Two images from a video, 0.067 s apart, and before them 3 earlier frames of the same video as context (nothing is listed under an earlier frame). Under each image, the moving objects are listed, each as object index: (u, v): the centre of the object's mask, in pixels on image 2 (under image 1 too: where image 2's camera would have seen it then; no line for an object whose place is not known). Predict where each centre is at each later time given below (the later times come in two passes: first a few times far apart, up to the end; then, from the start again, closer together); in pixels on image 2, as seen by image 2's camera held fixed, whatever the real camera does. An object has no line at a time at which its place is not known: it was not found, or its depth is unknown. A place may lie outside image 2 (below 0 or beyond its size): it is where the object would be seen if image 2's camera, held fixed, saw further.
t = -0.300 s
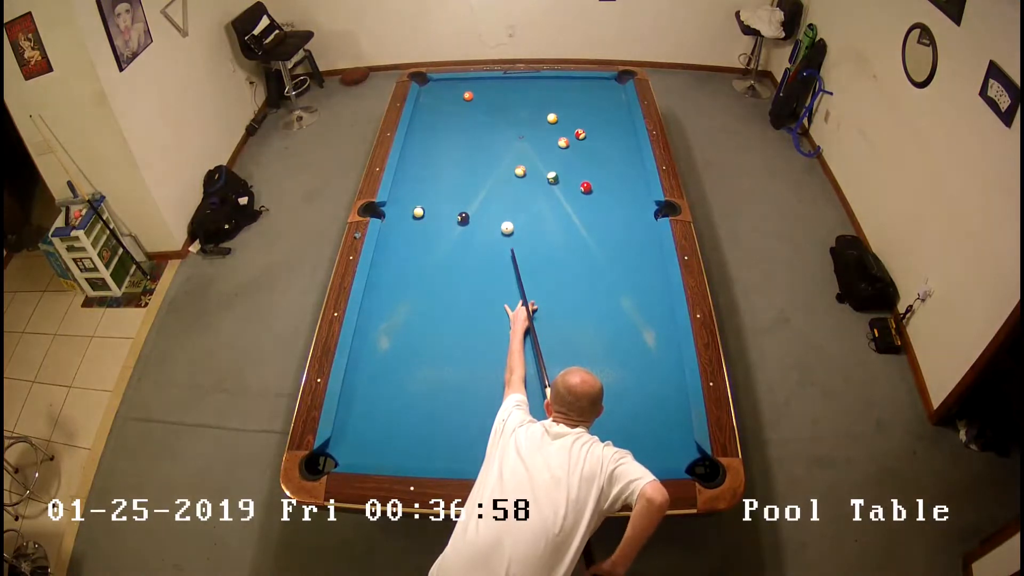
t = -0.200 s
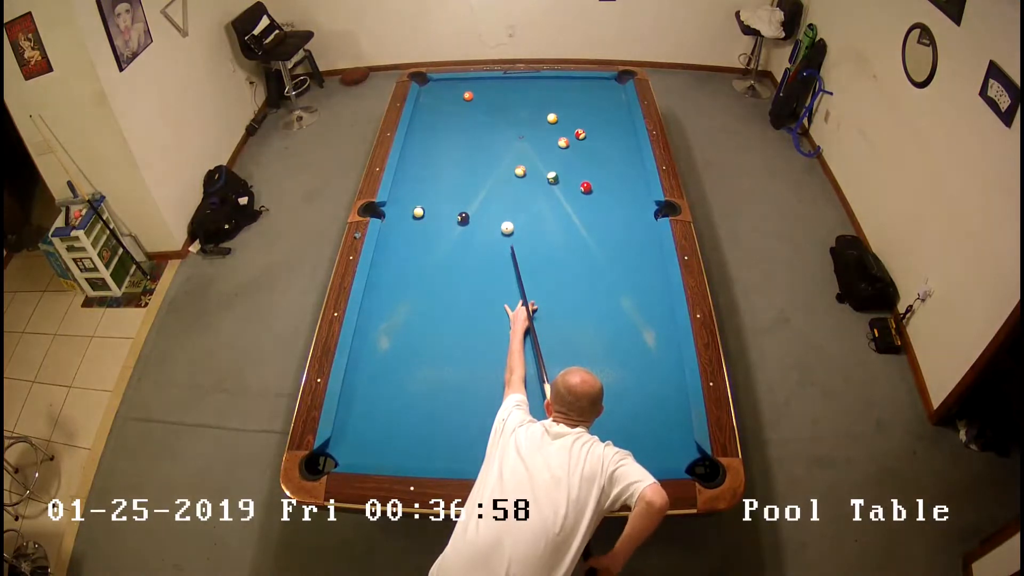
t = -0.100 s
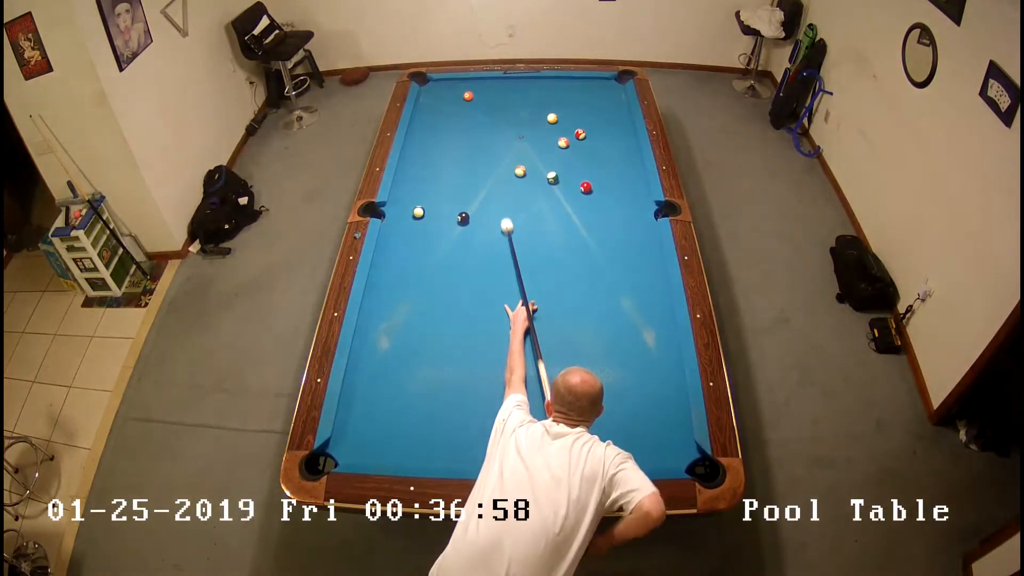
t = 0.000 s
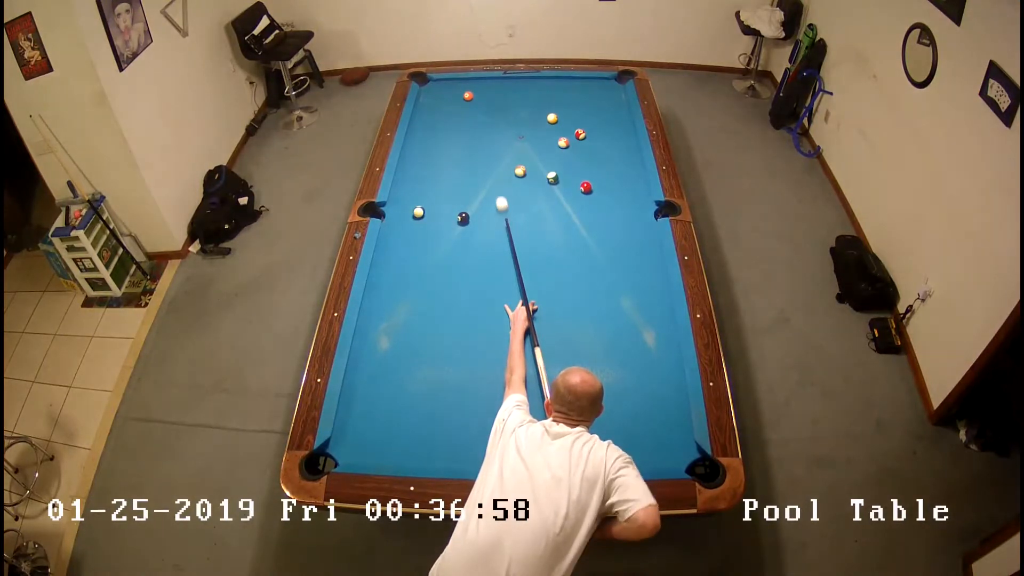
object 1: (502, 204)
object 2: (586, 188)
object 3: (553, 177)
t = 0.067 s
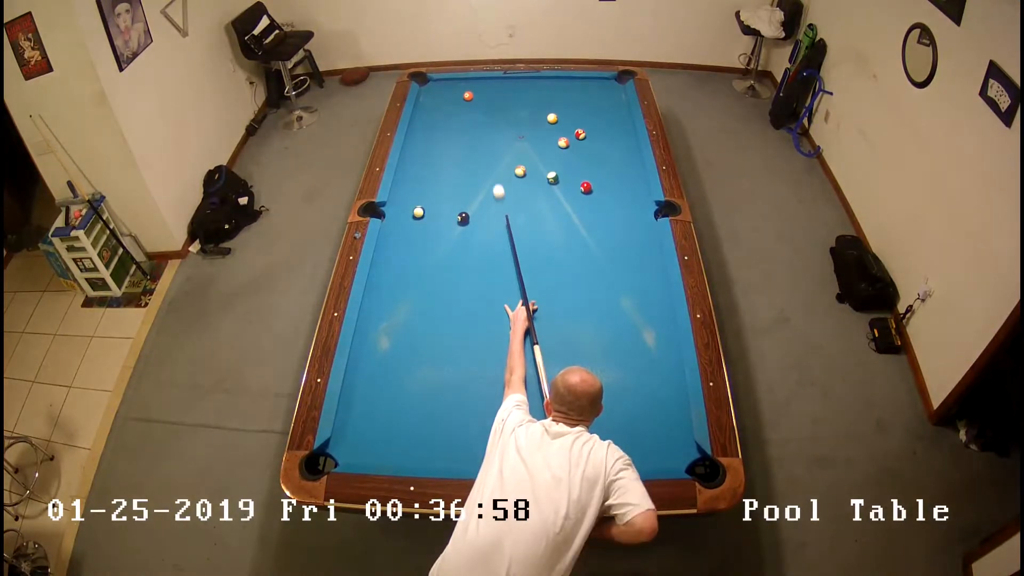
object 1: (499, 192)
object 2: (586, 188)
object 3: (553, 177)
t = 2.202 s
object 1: (527, 129)
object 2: (586, 187)
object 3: (553, 177)
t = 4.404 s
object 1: (578, 183)
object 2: (601, 195)
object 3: (546, 186)
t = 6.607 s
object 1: (578, 183)
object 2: (609, 200)
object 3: (545, 186)
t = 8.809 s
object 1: (578, 183)
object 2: (609, 200)
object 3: (545, 186)
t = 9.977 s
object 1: (578, 183)
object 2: (609, 200)
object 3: (545, 186)
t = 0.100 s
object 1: (497, 185)
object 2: (586, 188)
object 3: (553, 177)
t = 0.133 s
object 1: (496, 179)
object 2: (586, 188)
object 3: (553, 177)
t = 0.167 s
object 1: (494, 174)
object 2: (586, 188)
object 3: (553, 178)
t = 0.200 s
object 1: (493, 168)
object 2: (586, 187)
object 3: (553, 177)
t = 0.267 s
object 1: (491, 157)
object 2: (586, 188)
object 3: (553, 178)
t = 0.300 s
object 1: (489, 152)
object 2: (586, 188)
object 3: (553, 178)
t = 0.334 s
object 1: (488, 147)
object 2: (586, 188)
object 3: (553, 178)
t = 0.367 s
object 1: (487, 142)
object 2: (586, 188)
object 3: (553, 178)
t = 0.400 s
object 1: (485, 138)
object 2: (586, 188)
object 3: (553, 178)
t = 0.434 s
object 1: (484, 133)
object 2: (586, 188)
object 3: (553, 178)
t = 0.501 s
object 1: (482, 124)
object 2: (586, 188)
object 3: (553, 177)
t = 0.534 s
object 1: (481, 120)
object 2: (586, 188)
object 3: (553, 177)
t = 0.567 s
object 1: (480, 116)
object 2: (586, 188)
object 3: (553, 177)
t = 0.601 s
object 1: (479, 112)
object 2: (586, 188)
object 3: (553, 177)
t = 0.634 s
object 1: (478, 108)
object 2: (586, 188)
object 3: (553, 177)
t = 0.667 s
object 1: (477, 104)
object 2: (586, 188)
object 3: (553, 177)
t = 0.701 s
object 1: (476, 100)
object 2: (586, 188)
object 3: (553, 177)
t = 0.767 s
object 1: (480, 94)
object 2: (586, 188)
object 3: (553, 177)
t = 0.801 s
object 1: (482, 92)
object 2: (586, 188)
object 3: (553, 177)
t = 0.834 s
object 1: (484, 89)
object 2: (586, 188)
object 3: (553, 177)
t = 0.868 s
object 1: (486, 87)
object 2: (586, 188)
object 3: (553, 177)
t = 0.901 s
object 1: (488, 84)
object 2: (586, 188)
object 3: (553, 177)
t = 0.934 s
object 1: (490, 82)
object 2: (586, 188)
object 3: (553, 177)
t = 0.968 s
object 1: (492, 80)
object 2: (586, 188)
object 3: (553, 177)
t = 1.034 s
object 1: (494, 81)
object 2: (586, 188)
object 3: (553, 177)
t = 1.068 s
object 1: (494, 83)
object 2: (586, 188)
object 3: (553, 177)
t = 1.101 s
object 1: (495, 84)
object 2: (586, 188)
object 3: (553, 177)
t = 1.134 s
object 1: (496, 85)
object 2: (586, 188)
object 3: (553, 177)
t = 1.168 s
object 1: (497, 87)
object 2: (586, 188)
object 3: (553, 177)
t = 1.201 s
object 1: (498, 88)
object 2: (586, 188)
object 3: (553, 177)
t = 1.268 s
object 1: (500, 91)
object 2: (586, 188)
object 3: (553, 177)
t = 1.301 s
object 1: (501, 92)
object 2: (586, 188)
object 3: (553, 177)
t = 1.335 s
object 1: (502, 93)
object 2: (586, 188)
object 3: (553, 177)
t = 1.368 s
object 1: (503, 95)
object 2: (586, 187)
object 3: (553, 177)
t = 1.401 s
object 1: (504, 96)
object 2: (586, 187)
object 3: (553, 177)
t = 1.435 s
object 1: (505, 97)
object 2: (586, 187)
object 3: (553, 177)
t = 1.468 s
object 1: (506, 99)
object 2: (586, 187)
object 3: (553, 177)
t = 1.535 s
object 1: (508, 101)
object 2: (586, 187)
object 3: (553, 177)
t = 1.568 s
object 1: (509, 103)
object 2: (586, 187)
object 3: (553, 177)
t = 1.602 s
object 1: (510, 104)
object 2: (586, 187)
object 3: (553, 177)
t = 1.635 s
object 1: (511, 105)
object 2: (586, 187)
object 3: (553, 177)
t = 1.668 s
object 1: (512, 107)
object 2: (586, 187)
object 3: (553, 177)
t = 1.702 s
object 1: (512, 108)
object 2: (586, 187)
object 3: (553, 177)
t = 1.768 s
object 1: (515, 111)
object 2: (586, 187)
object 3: (553, 177)
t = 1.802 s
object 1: (515, 112)
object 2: (586, 187)
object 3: (553, 177)
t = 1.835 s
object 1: (516, 114)
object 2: (586, 187)
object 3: (553, 177)
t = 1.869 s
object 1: (517, 115)
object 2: (586, 187)
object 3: (553, 177)
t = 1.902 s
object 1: (518, 116)
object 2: (586, 187)
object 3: (553, 177)
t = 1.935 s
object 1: (519, 118)
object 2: (586, 187)
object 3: (553, 177)
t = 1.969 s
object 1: (520, 119)
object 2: (586, 187)
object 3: (553, 177)
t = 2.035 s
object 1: (523, 122)
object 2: (586, 187)
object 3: (553, 177)
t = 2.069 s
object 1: (523, 123)
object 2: (586, 187)
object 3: (553, 177)
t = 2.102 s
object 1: (524, 125)
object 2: (586, 187)
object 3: (552, 177)
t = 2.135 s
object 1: (526, 126)
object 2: (586, 187)
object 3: (553, 177)
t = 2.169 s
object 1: (527, 127)
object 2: (586, 187)
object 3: (553, 177)
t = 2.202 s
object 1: (527, 129)
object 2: (586, 187)
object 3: (553, 177)
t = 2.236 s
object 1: (529, 130)
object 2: (586, 187)
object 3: (553, 177)
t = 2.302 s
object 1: (530, 133)
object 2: (586, 187)
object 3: (553, 177)
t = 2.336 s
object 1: (532, 134)
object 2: (586, 187)
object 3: (553, 178)
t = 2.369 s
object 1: (532, 136)
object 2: (586, 187)
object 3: (553, 178)
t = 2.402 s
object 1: (533, 137)
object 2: (586, 187)
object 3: (553, 177)
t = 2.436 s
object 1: (535, 138)
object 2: (586, 187)
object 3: (553, 178)
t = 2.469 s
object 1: (535, 140)
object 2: (586, 187)
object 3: (552, 178)
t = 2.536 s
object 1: (538, 143)
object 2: (586, 187)
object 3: (553, 178)
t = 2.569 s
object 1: (539, 144)
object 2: (586, 187)
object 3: (553, 178)
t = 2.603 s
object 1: (540, 146)
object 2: (586, 187)
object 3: (553, 178)
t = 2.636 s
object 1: (541, 147)
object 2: (586, 187)
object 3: (553, 178)
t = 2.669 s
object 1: (542, 148)
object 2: (586, 187)
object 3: (553, 178)
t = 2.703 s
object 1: (543, 150)
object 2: (586, 187)
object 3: (553, 178)
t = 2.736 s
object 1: (544, 151)
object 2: (586, 187)
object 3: (553, 178)
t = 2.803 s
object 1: (546, 154)
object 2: (586, 187)
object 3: (553, 178)
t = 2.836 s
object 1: (547, 155)
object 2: (586, 187)
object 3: (553, 178)
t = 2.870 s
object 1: (548, 157)
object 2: (586, 187)
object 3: (553, 178)
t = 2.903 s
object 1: (549, 158)
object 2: (586, 187)
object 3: (552, 177)
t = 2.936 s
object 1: (550, 159)
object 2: (586, 187)
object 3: (553, 178)
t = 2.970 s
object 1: (551, 161)
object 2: (586, 187)
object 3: (553, 178)
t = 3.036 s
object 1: (553, 164)
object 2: (586, 187)
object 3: (553, 178)
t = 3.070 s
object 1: (554, 165)
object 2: (586, 187)
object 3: (553, 178)
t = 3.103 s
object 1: (555, 166)
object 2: (586, 187)
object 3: (553, 178)
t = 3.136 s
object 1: (556, 167)
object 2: (586, 187)
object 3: (553, 178)
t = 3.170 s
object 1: (557, 169)
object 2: (586, 187)
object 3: (552, 178)
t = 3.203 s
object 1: (559, 170)
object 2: (586, 187)
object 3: (552, 178)
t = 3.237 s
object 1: (560, 171)
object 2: (586, 187)
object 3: (552, 178)
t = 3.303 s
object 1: (562, 173)
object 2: (586, 187)
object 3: (552, 179)
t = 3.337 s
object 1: (563, 174)
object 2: (586, 187)
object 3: (551, 179)
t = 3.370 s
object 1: (565, 175)
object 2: (586, 188)
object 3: (551, 179)
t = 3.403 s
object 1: (566, 176)
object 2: (586, 187)
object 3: (551, 180)
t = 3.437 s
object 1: (568, 177)
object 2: (586, 187)
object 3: (550, 180)
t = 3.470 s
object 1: (569, 178)
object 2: (586, 187)
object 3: (550, 181)
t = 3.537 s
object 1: (572, 179)
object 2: (586, 187)
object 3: (550, 181)
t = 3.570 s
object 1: (573, 180)
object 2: (586, 187)
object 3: (549, 182)
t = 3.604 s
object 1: (574, 181)
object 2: (586, 187)
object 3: (549, 182)
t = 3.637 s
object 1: (576, 182)
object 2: (586, 187)
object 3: (549, 183)
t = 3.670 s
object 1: (576, 182)
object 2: (587, 188)
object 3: (549, 183)
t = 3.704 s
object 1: (577, 182)
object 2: (587, 188)
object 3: (548, 183)
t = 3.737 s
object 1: (577, 182)
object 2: (588, 189)
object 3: (548, 184)
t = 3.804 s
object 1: (578, 183)
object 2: (590, 190)
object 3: (548, 184)
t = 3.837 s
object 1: (578, 183)
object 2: (591, 190)
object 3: (547, 184)
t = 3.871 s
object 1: (578, 183)
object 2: (591, 190)
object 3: (547, 184)
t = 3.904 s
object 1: (578, 183)
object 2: (592, 191)
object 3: (547, 185)
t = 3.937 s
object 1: (578, 183)
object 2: (593, 191)
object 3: (547, 185)
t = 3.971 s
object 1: (578, 183)
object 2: (593, 192)
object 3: (547, 186)
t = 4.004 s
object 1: (578, 183)
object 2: (594, 192)
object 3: (547, 185)
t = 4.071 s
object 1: (578, 183)
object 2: (595, 193)
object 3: (546, 186)
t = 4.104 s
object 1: (578, 183)
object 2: (596, 193)
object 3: (546, 187)
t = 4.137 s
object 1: (578, 183)
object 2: (597, 193)
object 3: (546, 187)
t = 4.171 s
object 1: (578, 183)
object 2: (597, 194)
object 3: (545, 187)
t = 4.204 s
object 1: (578, 183)
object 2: (598, 194)
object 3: (545, 187)
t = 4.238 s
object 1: (578, 183)
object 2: (598, 194)
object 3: (545, 187)
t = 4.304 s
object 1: (578, 183)
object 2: (600, 195)
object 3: (546, 186)
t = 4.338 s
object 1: (578, 183)
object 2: (600, 195)
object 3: (546, 186)
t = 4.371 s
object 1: (578, 183)
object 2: (601, 195)
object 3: (546, 186)
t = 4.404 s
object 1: (578, 183)
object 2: (601, 195)
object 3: (546, 186)
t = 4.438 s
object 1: (578, 183)
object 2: (602, 196)
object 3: (546, 186)
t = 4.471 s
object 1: (578, 183)
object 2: (603, 196)
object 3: (546, 186)
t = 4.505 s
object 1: (578, 183)
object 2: (603, 196)
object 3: (545, 186)
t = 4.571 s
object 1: (578, 183)
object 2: (604, 197)
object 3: (545, 186)
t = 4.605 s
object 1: (578, 183)
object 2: (604, 197)
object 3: (545, 186)
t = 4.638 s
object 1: (578, 183)
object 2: (605, 197)
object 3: (545, 186)
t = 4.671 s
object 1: (578, 183)
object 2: (605, 198)
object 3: (545, 186)
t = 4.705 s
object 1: (578, 183)
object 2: (605, 198)
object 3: (545, 186)
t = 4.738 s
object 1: (578, 183)
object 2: (606, 198)
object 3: (545, 186)
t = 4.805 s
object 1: (578, 183)
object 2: (606, 198)
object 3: (545, 186)
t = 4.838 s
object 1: (578, 183)
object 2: (607, 199)
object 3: (545, 186)
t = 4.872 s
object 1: (578, 183)
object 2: (607, 199)
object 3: (545, 186)
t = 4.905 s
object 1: (578, 183)
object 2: (607, 199)
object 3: (545, 186)
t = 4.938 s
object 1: (578, 183)
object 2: (607, 199)
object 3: (545, 186)
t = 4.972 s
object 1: (578, 183)
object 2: (608, 199)
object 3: (545, 186)
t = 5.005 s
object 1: (578, 183)
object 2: (608, 199)
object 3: (545, 186)
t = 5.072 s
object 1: (578, 183)
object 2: (608, 200)
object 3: (545, 186)
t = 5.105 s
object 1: (578, 183)
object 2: (608, 200)
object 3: (545, 186)
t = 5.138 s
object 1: (578, 183)
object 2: (609, 200)
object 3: (545, 186)
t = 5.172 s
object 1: (578, 183)
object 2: (609, 200)
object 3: (545, 186)
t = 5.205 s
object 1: (578, 183)
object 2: (609, 200)
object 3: (545, 186)
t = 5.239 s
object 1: (578, 183)
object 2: (609, 200)
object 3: (545, 186)
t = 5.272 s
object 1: (578, 183)
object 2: (609, 200)
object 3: (545, 186)
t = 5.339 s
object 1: (578, 183)
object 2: (609, 200)
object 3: (545, 186)
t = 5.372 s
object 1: (578, 183)
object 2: (609, 200)
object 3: (545, 186)
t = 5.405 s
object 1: (578, 183)
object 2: (609, 200)
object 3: (545, 186)
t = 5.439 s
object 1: (578, 183)
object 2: (609, 200)
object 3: (545, 186)
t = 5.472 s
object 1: (578, 183)
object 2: (609, 200)
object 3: (545, 186)
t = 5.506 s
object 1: (578, 183)
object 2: (609, 200)
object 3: (545, 186)
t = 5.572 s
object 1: (578, 183)
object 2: (609, 200)
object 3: (545, 186)
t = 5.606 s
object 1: (578, 183)
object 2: (609, 200)
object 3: (545, 186)
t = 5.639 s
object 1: (578, 183)
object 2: (609, 200)
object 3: (545, 186)
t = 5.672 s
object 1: (578, 183)
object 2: (609, 200)
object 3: (545, 186)
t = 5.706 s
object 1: (578, 183)
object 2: (609, 200)
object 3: (545, 186)
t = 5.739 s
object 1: (578, 183)
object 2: (609, 200)
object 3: (545, 186)
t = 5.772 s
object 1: (578, 183)
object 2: (609, 200)
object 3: (545, 186)
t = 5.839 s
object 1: (578, 183)
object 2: (609, 200)
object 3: (545, 186)
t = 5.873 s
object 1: (578, 183)
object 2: (609, 200)
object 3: (545, 186)
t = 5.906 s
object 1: (578, 183)
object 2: (609, 200)
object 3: (545, 186)
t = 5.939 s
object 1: (578, 183)
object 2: (609, 200)
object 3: (545, 186)
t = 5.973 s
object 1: (578, 183)
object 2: (609, 200)
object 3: (545, 186)
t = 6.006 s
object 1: (578, 183)
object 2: (609, 200)
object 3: (545, 186)
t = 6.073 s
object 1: (578, 183)
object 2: (609, 200)
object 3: (545, 186)
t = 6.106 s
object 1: (578, 183)
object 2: (609, 200)
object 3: (545, 186)
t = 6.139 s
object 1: (578, 183)
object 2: (609, 200)
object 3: (545, 186)
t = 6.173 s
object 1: (578, 183)
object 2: (609, 200)
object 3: (545, 186)
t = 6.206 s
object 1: (578, 183)
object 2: (609, 200)
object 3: (545, 186)
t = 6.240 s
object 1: (578, 183)
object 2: (609, 200)
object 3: (545, 186)
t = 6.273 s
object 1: (578, 183)
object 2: (609, 200)
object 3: (545, 186)
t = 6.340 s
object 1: (578, 183)
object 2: (609, 200)
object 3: (545, 186)
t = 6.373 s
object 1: (578, 183)
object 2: (609, 200)
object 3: (545, 186)
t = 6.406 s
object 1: (578, 183)
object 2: (609, 200)
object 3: (545, 186)
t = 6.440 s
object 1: (578, 183)
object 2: (609, 200)
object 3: (545, 186)
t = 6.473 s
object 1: (578, 183)
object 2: (609, 200)
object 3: (545, 186)
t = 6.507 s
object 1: (578, 183)
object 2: (609, 200)
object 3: (545, 186)
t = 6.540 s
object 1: (578, 183)
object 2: (609, 200)
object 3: (545, 186)
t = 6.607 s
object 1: (578, 183)
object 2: (609, 200)
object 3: (545, 186)
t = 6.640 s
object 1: (578, 183)
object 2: (609, 200)
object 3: (545, 186)
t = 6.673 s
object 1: (578, 183)
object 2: (609, 200)
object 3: (545, 186)
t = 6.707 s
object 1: (578, 183)
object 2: (609, 200)
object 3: (545, 186)
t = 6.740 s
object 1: (578, 183)
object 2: (609, 200)
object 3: (545, 186)
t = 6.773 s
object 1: (578, 183)
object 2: (609, 200)
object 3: (545, 186)
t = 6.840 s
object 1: (578, 183)
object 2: (609, 200)
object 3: (545, 186)
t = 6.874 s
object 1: (578, 183)
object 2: (609, 200)
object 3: (545, 186)
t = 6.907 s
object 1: (578, 183)
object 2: (609, 200)
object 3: (545, 186)
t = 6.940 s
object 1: (578, 183)
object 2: (609, 200)
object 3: (545, 186)
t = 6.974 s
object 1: (578, 183)
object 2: (609, 200)
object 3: (545, 186)
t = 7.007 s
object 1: (578, 183)
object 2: (609, 200)
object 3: (545, 186)
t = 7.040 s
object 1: (578, 183)
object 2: (609, 200)
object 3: (545, 186)
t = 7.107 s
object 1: (578, 183)
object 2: (609, 200)
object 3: (545, 186)
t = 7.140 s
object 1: (578, 183)
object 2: (609, 200)
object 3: (545, 186)
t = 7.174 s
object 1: (578, 183)
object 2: (609, 200)
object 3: (545, 186)
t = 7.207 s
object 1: (578, 183)
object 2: (609, 200)
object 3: (545, 186)
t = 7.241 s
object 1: (578, 183)
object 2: (609, 200)
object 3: (545, 186)
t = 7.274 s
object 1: (578, 183)
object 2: (609, 200)
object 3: (545, 186)
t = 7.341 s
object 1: (578, 183)
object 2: (609, 200)
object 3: (545, 186)
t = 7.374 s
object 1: (578, 183)
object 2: (609, 200)
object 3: (545, 186)
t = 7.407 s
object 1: (578, 183)
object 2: (609, 200)
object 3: (545, 186)
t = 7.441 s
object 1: (578, 183)
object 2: (609, 200)
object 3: (545, 187)
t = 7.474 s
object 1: (578, 183)
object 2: (609, 200)
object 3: (545, 186)
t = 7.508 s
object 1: (578, 183)
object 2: (609, 200)
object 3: (545, 187)
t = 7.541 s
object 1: (578, 183)
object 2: (609, 200)
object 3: (545, 187)
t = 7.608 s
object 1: (578, 183)
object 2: (609, 200)
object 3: (545, 187)
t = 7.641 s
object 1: (578, 183)
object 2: (609, 200)
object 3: (545, 187)
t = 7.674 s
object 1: (578, 183)
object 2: (609, 200)
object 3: (545, 187)
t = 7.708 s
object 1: (578, 183)
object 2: (609, 200)
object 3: (545, 187)
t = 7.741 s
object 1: (578, 183)
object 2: (609, 200)
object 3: (545, 187)
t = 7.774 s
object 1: (578, 183)
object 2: (609, 200)
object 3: (545, 187)
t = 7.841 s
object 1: (578, 183)
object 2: (609, 200)
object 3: (545, 187)
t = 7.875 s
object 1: (578, 183)
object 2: (609, 200)
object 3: (545, 187)
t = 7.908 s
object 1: (578, 183)
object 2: (609, 200)
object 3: (545, 187)
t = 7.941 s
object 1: (578, 183)
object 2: (609, 200)
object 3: (545, 187)
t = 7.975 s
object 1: (578, 183)
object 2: (609, 200)
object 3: (545, 187)
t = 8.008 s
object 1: (578, 183)
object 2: (609, 200)
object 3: (545, 186)
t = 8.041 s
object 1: (578, 183)
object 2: (609, 200)
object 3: (545, 186)
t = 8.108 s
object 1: (578, 183)
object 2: (609, 200)
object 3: (545, 186)
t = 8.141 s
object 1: (578, 183)
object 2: (609, 200)
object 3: (545, 186)
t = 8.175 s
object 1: (578, 183)
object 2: (609, 200)
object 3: (545, 186)
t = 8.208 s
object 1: (578, 183)
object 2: (609, 200)
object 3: (545, 186)
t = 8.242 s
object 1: (578, 183)
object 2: (609, 200)
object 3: (545, 186)
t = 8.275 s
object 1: (578, 183)
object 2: (609, 200)
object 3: (545, 186)
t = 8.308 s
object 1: (578, 183)
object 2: (609, 200)
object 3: (545, 186)
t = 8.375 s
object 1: (578, 183)
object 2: (609, 200)
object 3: (545, 186)
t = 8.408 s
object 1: (578, 183)
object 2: (609, 200)
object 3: (545, 186)
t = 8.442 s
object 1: (578, 183)
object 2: (609, 200)
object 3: (545, 186)
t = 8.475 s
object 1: (578, 183)
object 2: (609, 200)
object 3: (545, 186)
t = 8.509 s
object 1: (578, 183)
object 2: (609, 200)
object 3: (545, 186)
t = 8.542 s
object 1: (578, 183)
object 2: (609, 200)
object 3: (545, 186)
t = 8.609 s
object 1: (578, 183)
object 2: (609, 200)
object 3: (545, 186)
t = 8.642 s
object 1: (578, 183)
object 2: (609, 200)
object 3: (545, 186)
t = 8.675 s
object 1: (578, 183)
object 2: (609, 200)
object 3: (545, 186)
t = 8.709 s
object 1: (578, 183)
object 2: (609, 200)
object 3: (545, 186)
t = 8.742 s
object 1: (578, 183)
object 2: (609, 200)
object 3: (545, 186)
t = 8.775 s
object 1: (578, 183)
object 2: (609, 200)
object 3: (545, 186)
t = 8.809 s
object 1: (578, 183)
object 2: (609, 200)
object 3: (545, 186)
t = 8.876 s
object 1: (578, 183)
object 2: (609, 200)
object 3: (545, 186)
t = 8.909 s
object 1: (578, 183)
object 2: (609, 200)
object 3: (545, 186)
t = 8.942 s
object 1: (578, 183)
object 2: (609, 200)
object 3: (545, 186)
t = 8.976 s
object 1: (578, 183)
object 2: (609, 200)
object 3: (545, 186)
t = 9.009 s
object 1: (578, 183)
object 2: (609, 200)
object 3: (545, 186)
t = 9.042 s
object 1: (578, 183)
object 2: (609, 200)
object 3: (545, 186)
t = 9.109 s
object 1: (578, 183)
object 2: (609, 200)
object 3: (545, 186)
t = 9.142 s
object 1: (578, 183)
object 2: (609, 200)
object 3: (545, 186)
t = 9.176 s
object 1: (578, 183)
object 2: (609, 200)
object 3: (545, 186)
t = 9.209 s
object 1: (578, 183)
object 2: (609, 200)
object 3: (545, 186)
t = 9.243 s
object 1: (578, 183)
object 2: (609, 200)
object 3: (545, 186)
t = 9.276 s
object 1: (578, 183)
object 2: (609, 200)
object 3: (545, 186)
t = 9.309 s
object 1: (578, 183)
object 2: (609, 200)
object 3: (545, 186)
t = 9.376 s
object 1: (578, 183)
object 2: (609, 200)
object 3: (545, 186)
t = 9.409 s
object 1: (578, 183)
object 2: (609, 200)
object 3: (545, 186)
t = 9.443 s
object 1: (578, 183)
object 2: (609, 200)
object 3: (545, 186)
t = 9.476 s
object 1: (578, 183)
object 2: (609, 200)
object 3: (545, 186)
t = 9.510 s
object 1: (578, 183)
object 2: (609, 200)
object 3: (545, 186)
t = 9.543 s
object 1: (578, 183)
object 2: (609, 200)
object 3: (545, 186)
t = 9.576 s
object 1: (578, 183)
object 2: (609, 200)
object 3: (545, 186)
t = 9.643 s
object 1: (578, 183)
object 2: (609, 200)
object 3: (545, 186)
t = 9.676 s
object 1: (578, 183)
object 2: (609, 200)
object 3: (545, 186)
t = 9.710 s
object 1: (578, 183)
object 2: (609, 200)
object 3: (545, 186)
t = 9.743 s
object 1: (578, 183)
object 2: (609, 200)
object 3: (545, 186)
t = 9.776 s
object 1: (578, 183)
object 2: (609, 200)
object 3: (545, 186)
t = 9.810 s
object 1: (578, 183)
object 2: (609, 200)
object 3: (545, 186)
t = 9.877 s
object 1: (578, 183)
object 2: (609, 200)
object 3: (545, 186)
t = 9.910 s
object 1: (578, 183)
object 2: (609, 200)
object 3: (545, 186)
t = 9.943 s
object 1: (578, 183)
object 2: (609, 200)
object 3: (545, 186)
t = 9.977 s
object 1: (578, 183)
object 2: (609, 200)
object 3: (545, 186)
